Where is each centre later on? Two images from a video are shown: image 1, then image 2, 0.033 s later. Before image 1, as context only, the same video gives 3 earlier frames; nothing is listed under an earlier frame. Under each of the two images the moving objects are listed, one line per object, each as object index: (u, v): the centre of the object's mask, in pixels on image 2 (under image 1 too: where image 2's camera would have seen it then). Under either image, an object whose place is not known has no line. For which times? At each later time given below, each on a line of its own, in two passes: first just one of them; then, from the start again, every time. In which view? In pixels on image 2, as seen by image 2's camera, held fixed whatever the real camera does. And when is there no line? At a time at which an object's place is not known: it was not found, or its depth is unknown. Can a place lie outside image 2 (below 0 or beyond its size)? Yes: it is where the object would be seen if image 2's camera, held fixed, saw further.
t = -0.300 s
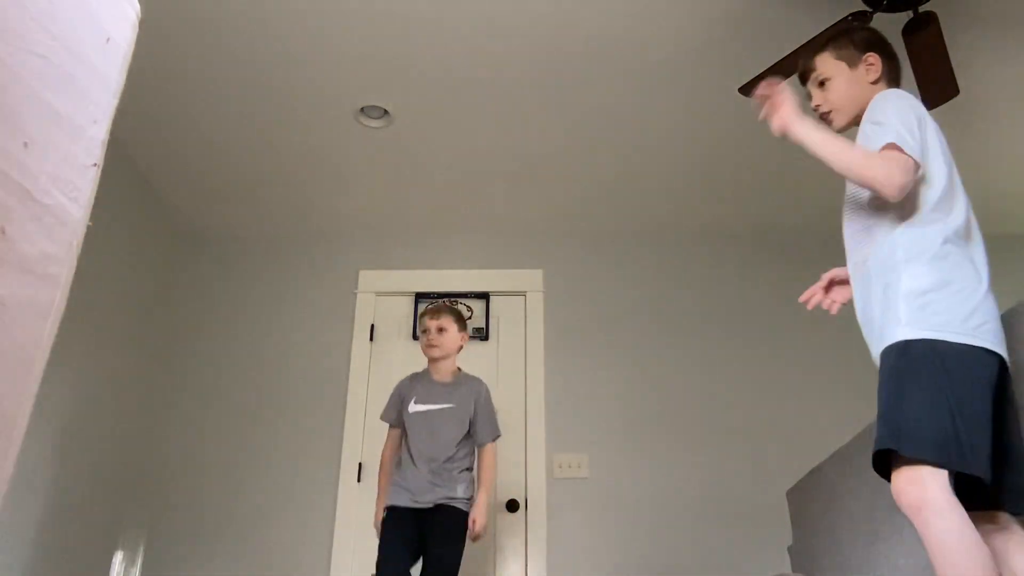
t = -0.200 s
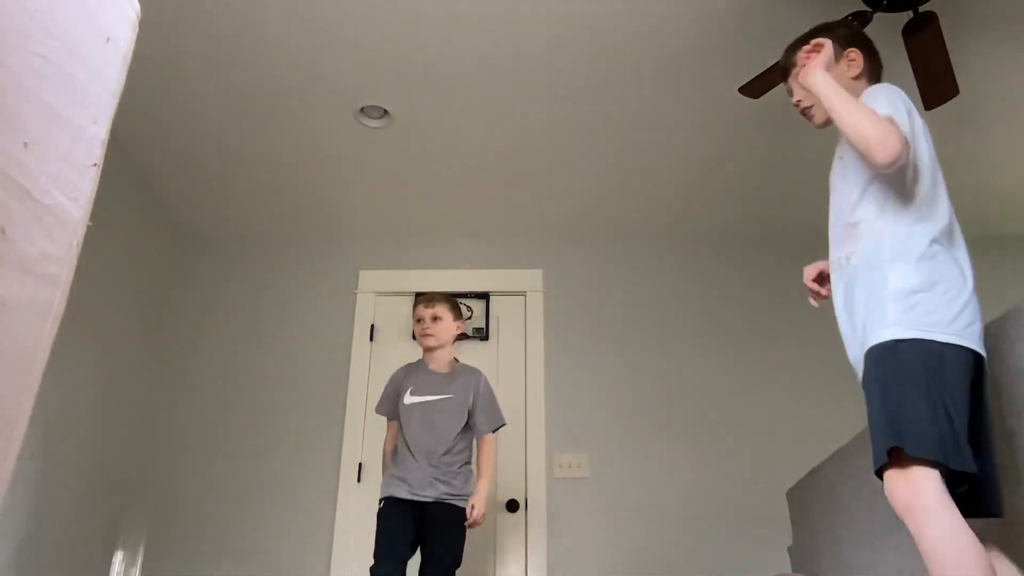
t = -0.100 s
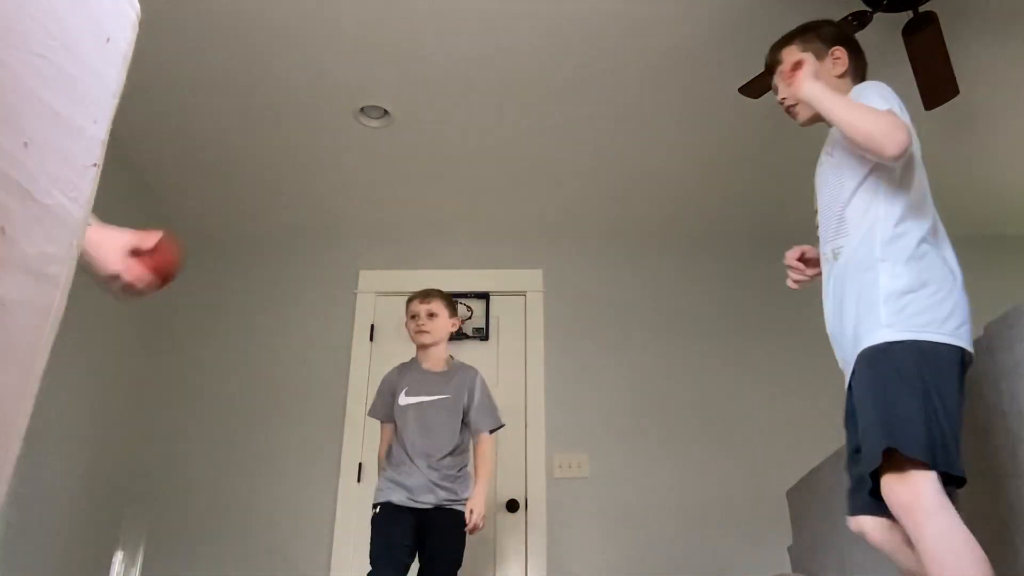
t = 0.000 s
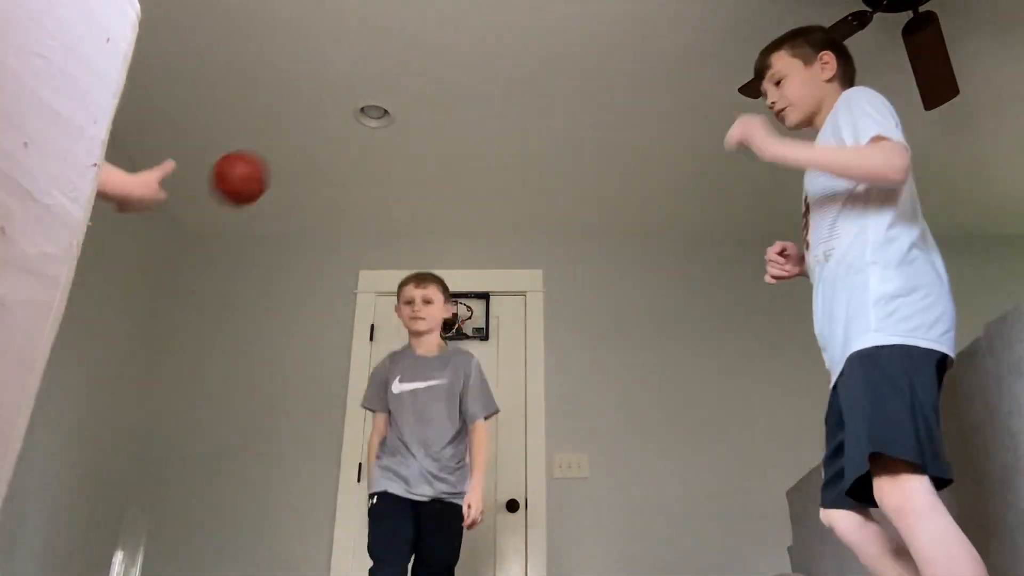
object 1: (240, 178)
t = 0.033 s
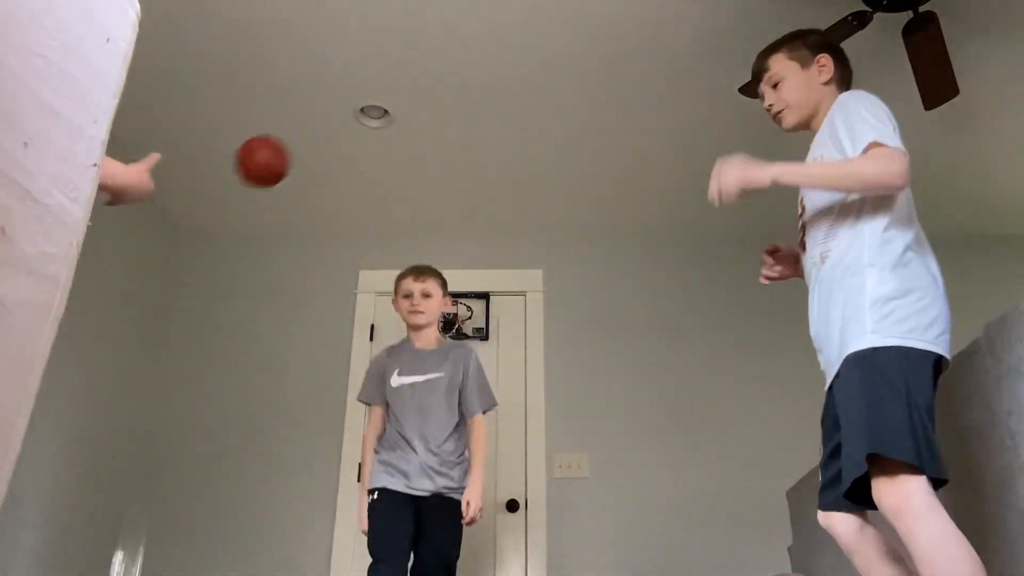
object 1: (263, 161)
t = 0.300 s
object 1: (385, 170)
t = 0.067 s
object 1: (283, 149)
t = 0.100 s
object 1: (302, 142)
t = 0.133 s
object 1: (318, 138)
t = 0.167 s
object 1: (333, 139)
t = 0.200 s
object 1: (347, 142)
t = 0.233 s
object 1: (361, 148)
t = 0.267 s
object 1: (373, 158)
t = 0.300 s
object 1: (385, 170)
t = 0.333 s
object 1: (396, 186)
